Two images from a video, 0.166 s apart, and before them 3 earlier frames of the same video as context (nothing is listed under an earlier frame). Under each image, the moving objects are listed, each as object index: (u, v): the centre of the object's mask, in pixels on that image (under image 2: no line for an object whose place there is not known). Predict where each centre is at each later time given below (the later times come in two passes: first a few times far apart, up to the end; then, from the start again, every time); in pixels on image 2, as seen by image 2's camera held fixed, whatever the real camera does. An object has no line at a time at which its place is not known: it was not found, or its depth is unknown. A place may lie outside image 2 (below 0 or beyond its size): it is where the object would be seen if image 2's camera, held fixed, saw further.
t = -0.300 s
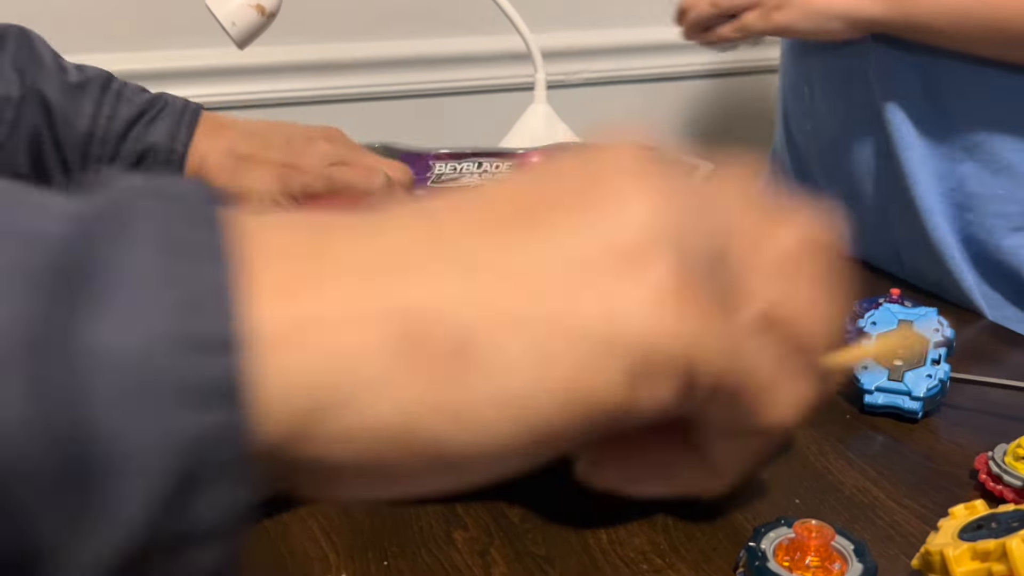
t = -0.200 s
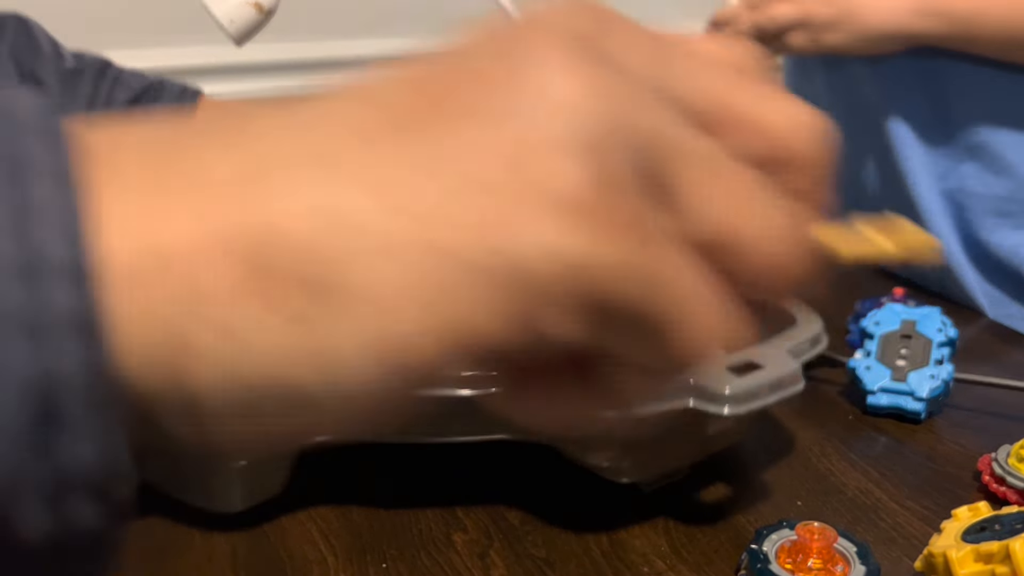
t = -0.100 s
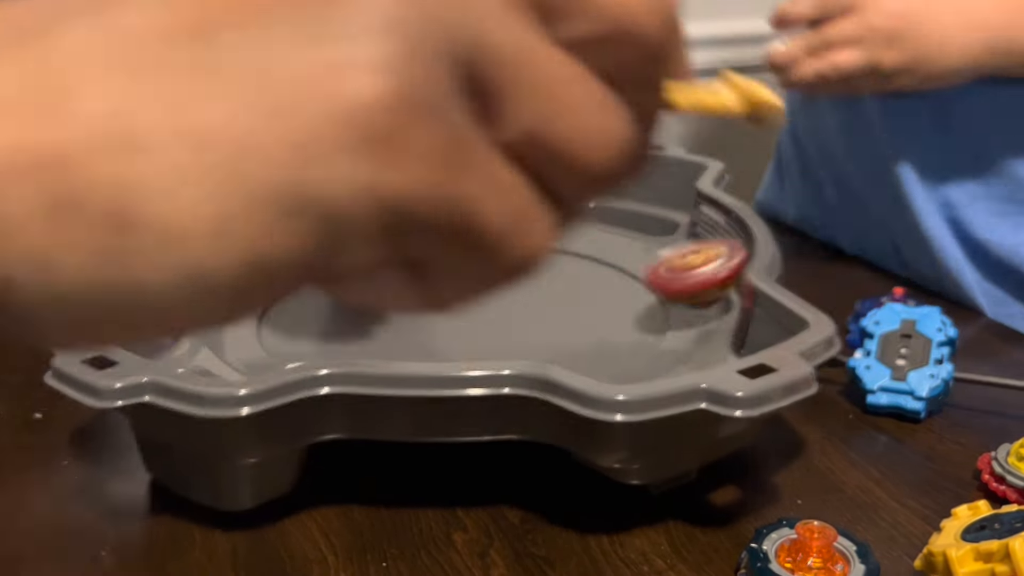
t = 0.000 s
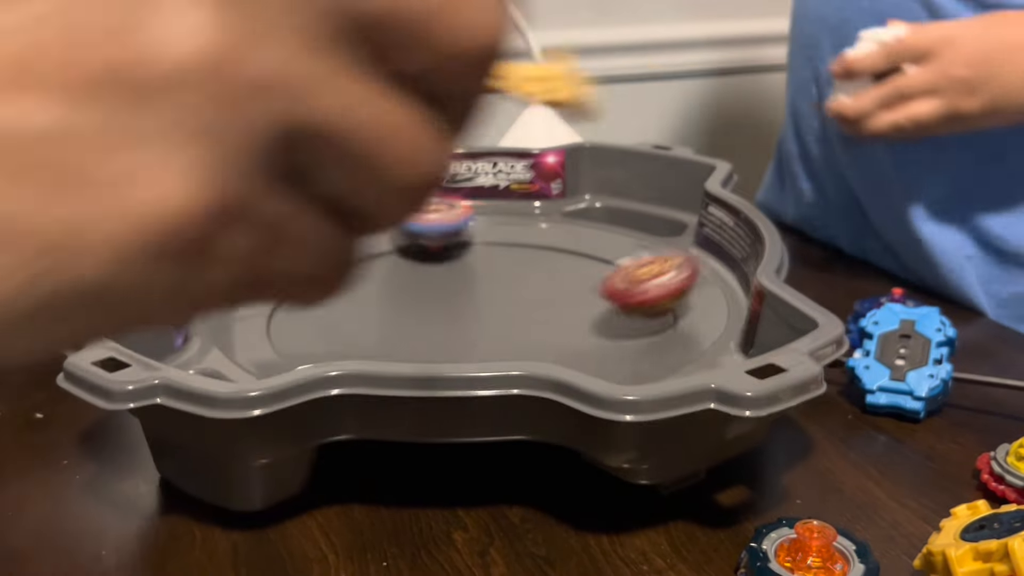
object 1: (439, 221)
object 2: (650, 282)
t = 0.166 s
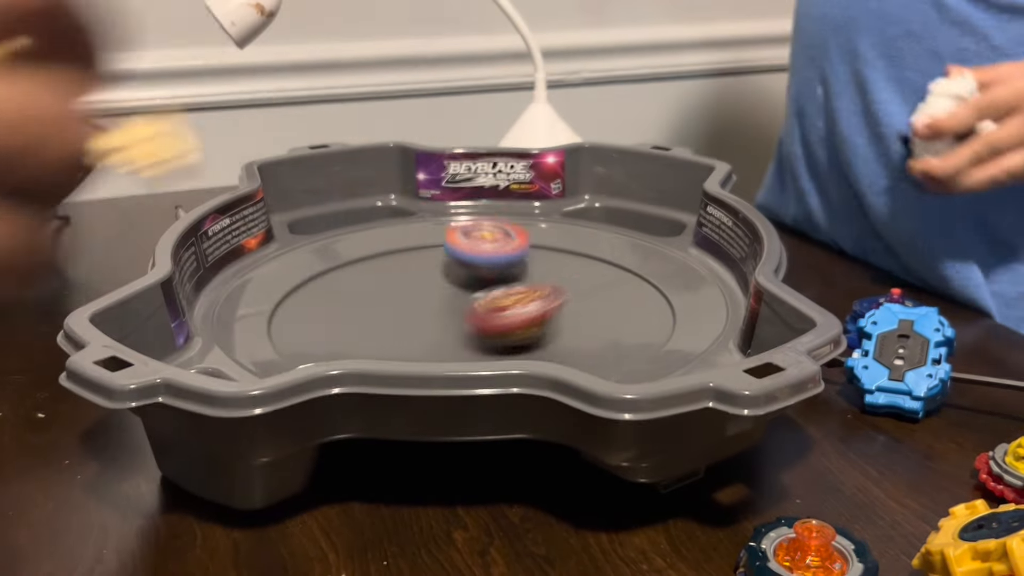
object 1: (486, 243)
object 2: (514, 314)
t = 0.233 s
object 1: (497, 265)
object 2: (456, 318)
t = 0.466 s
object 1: (504, 315)
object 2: (324, 327)
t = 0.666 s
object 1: (558, 304)
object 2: (328, 336)
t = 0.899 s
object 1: (484, 267)
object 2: (438, 337)
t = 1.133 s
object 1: (347, 302)
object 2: (484, 288)
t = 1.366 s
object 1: (465, 342)
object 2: (406, 249)
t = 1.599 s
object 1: (645, 294)
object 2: (353, 288)
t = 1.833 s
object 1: (516, 234)
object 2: (503, 328)
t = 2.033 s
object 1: (336, 244)
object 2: (622, 292)
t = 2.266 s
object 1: (305, 324)
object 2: (589, 250)
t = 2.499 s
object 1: (557, 336)
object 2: (439, 287)
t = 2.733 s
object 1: (620, 257)
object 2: (374, 335)
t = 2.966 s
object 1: (461, 219)
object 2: (474, 348)
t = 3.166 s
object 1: (320, 255)
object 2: (559, 328)
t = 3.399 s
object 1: (373, 334)
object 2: (497, 274)
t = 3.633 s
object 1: (613, 324)
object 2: (378, 246)
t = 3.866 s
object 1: (630, 252)
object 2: (342, 297)
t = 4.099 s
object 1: (459, 235)
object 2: (489, 331)
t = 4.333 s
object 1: (325, 290)
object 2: (622, 297)
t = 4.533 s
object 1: (379, 337)
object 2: (602, 262)
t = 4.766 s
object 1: (587, 332)
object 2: (461, 284)
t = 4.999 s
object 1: (595, 267)
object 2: (365, 324)
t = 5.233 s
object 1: (442, 241)
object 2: (418, 344)
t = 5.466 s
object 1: (315, 278)
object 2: (534, 328)
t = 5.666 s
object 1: (372, 331)
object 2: (520, 281)
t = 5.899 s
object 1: (575, 323)
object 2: (429, 249)
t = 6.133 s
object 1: (591, 259)
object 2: (373, 291)
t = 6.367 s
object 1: (456, 240)
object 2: (473, 332)
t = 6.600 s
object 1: (348, 293)
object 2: (604, 315)
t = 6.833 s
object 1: (442, 338)
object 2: (578, 281)
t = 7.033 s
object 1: (593, 323)
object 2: (465, 289)
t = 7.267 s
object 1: (583, 268)
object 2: (358, 311)
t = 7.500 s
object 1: (437, 254)
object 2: (395, 337)
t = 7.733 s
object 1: (332, 294)
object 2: (518, 323)
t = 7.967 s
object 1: (433, 337)
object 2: (529, 272)
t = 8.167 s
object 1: (573, 317)
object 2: (462, 253)
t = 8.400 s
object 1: (557, 260)
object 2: (411, 300)
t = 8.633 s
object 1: (426, 250)
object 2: (476, 334)
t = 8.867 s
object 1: (362, 304)
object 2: (584, 327)
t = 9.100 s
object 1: (482, 336)
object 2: (541, 295)
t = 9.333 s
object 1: (603, 302)
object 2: (421, 290)
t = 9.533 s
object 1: (547, 266)
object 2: (351, 303)
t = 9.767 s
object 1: (413, 268)
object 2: (424, 332)
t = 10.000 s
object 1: (356, 314)
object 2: (535, 312)
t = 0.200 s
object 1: (493, 254)
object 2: (484, 316)
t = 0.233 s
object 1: (497, 265)
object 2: (456, 318)
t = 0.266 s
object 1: (498, 275)
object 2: (427, 322)
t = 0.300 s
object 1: (498, 287)
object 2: (401, 323)
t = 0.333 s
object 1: (496, 295)
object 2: (379, 321)
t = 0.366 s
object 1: (495, 302)
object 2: (360, 321)
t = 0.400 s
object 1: (496, 308)
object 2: (345, 322)
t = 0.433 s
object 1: (499, 312)
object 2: (333, 326)
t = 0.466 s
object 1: (504, 315)
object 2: (324, 327)
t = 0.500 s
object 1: (511, 317)
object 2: (319, 331)
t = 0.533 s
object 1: (520, 317)
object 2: (316, 331)
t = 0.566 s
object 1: (530, 316)
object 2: (315, 333)
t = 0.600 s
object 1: (540, 314)
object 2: (317, 334)
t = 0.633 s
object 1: (550, 309)
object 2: (321, 335)
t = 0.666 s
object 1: (558, 304)
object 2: (328, 336)
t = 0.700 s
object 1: (562, 297)
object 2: (338, 336)
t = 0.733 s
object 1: (561, 291)
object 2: (350, 337)
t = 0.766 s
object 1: (555, 283)
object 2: (364, 337)
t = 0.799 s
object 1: (543, 277)
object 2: (380, 338)
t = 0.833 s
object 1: (526, 271)
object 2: (399, 339)
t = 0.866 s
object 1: (506, 268)
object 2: (419, 338)
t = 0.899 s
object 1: (484, 267)
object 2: (438, 337)
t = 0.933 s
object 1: (461, 267)
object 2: (455, 333)
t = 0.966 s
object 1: (436, 269)
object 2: (467, 329)
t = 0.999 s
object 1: (413, 272)
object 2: (478, 321)
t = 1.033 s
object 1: (392, 279)
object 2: (485, 315)
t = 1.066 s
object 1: (374, 283)
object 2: (489, 305)
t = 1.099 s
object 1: (358, 291)
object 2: (488, 296)
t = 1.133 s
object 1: (347, 302)
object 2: (484, 288)
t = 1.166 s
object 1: (342, 310)
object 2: (478, 281)
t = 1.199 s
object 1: (345, 319)
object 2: (469, 274)
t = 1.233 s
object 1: (354, 328)
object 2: (459, 267)
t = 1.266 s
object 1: (372, 334)
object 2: (447, 262)
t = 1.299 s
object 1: (398, 338)
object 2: (433, 256)
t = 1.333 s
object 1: (428, 341)
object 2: (420, 252)
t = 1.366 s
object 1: (465, 342)
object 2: (406, 249)
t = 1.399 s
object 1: (501, 342)
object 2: (392, 248)
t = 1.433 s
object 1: (542, 340)
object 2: (378, 249)
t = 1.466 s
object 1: (574, 337)
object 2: (365, 252)
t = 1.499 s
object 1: (604, 330)
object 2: (355, 259)
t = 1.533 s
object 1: (626, 319)
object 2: (349, 267)
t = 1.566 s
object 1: (639, 308)
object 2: (348, 277)
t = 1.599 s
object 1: (645, 294)
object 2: (353, 288)
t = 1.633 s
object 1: (642, 283)
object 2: (363, 299)
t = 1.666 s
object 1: (632, 270)
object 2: (379, 309)
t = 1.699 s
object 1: (616, 260)
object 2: (399, 317)
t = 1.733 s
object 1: (595, 251)
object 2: (423, 323)
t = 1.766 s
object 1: (571, 243)
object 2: (448, 327)
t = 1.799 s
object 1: (543, 238)
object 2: (476, 329)
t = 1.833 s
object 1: (516, 234)
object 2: (503, 328)
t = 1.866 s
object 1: (484, 230)
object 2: (529, 325)
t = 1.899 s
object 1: (454, 229)
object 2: (554, 322)
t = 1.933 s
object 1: (423, 230)
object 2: (574, 317)
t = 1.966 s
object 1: (394, 233)
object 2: (593, 310)
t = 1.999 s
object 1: (361, 239)
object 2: (610, 301)
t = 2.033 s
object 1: (336, 244)
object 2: (622, 292)
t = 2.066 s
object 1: (314, 250)
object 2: (631, 284)
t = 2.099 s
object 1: (295, 261)
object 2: (637, 276)
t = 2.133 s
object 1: (286, 272)
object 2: (637, 268)
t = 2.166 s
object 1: (280, 285)
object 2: (632, 261)
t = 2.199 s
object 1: (280, 298)
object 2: (621, 255)
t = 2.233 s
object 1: (289, 311)
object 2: (608, 252)
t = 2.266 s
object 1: (305, 324)
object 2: (589, 250)
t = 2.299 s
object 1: (329, 331)
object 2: (567, 253)
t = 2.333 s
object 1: (361, 336)
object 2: (545, 256)
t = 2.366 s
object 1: (398, 339)
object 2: (524, 261)
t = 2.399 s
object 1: (439, 341)
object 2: (502, 267)
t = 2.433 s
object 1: (481, 341)
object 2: (479, 274)
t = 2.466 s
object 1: (521, 339)
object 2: (458, 281)
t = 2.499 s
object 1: (557, 336)
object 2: (439, 287)
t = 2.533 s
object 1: (588, 330)
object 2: (422, 296)
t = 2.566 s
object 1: (611, 319)
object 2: (406, 304)
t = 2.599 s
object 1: (627, 306)
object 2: (394, 312)
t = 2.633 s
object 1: (635, 294)
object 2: (385, 318)
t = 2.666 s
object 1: (635, 280)
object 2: (378, 325)
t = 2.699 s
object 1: (631, 267)
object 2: (374, 330)
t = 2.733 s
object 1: (620, 257)
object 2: (374, 335)
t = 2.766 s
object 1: (605, 247)
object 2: (378, 337)
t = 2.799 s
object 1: (586, 237)
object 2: (385, 340)
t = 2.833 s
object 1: (564, 230)
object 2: (396, 343)
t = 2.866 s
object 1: (539, 224)
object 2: (411, 344)
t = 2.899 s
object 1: (514, 221)
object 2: (429, 346)
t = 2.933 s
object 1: (486, 219)
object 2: (451, 347)
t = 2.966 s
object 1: (461, 219)
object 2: (474, 348)
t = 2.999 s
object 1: (432, 221)
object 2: (494, 347)
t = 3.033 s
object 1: (405, 224)
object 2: (517, 344)
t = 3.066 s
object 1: (380, 228)
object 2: (536, 342)
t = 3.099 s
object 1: (356, 237)
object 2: (547, 338)
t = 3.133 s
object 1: (336, 245)
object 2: (556, 334)
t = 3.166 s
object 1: (320, 255)
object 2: (559, 328)
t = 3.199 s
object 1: (309, 266)
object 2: (557, 320)
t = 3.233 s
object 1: (304, 280)
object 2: (552, 311)
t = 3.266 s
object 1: (302, 294)
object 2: (544, 304)
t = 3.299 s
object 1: (310, 308)
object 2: (535, 296)
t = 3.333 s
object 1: (325, 318)
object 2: (523, 288)
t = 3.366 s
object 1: (345, 327)
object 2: (510, 281)
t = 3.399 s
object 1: (373, 334)
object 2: (497, 274)
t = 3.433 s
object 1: (405, 338)
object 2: (480, 266)
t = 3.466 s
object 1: (441, 340)
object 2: (464, 262)
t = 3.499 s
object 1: (478, 340)
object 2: (448, 257)
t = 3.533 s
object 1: (517, 339)
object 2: (430, 251)
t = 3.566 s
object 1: (553, 337)
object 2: (412, 250)
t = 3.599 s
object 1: (584, 333)
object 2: (396, 247)
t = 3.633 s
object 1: (613, 324)
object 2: (378, 246)
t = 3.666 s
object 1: (633, 316)
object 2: (363, 250)
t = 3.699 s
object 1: (648, 304)
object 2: (350, 253)
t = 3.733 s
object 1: (658, 292)
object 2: (339, 259)
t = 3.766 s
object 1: (659, 281)
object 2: (333, 267)
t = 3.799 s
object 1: (654, 270)
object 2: (331, 276)
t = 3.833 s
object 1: (644, 260)
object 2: (334, 288)
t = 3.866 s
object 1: (630, 252)
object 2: (342, 297)
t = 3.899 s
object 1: (610, 245)
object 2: (356, 307)
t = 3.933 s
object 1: (588, 239)
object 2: (373, 317)
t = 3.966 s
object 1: (564, 236)
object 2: (392, 323)
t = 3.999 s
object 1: (538, 233)
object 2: (415, 328)
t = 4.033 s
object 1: (513, 233)
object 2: (440, 331)
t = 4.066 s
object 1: (486, 234)
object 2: (464, 332)
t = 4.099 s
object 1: (459, 235)
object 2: (489, 331)
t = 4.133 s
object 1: (431, 240)
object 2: (513, 330)
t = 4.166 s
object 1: (407, 246)
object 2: (536, 329)
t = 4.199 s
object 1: (384, 253)
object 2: (560, 327)
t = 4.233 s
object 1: (363, 261)
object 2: (579, 320)
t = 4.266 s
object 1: (346, 270)
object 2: (597, 313)
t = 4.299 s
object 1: (333, 280)
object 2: (612, 305)
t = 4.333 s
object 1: (325, 290)
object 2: (622, 297)
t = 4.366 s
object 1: (319, 301)
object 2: (631, 290)
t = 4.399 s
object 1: (320, 311)
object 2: (634, 281)
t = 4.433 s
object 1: (326, 319)
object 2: (633, 273)
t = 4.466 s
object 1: (339, 327)
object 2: (627, 268)
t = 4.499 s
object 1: (357, 333)
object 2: (615, 264)
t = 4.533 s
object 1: (379, 337)
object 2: (602, 262)
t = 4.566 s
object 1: (408, 340)
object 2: (584, 260)
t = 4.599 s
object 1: (439, 342)
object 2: (564, 262)
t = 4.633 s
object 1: (472, 342)
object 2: (544, 263)
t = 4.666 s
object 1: (505, 341)
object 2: (521, 268)
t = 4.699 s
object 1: (537, 339)
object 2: (501, 272)
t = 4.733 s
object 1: (565, 337)
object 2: (480, 276)
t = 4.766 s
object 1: (587, 332)
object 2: (461, 284)
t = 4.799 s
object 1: (606, 323)
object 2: (442, 288)
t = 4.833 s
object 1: (618, 313)
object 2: (424, 295)
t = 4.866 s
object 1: (624, 303)
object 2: (411, 299)
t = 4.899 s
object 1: (625, 293)
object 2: (395, 306)
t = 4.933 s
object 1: (619, 284)
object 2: (384, 311)
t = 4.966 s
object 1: (608, 275)
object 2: (372, 317)
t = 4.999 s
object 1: (595, 267)
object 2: (365, 324)
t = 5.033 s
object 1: (577, 259)
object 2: (362, 327)
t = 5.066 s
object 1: (559, 255)
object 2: (361, 331)
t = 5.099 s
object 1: (537, 249)
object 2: (363, 334)
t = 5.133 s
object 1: (515, 244)
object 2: (370, 337)
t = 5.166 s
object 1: (490, 240)
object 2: (383, 339)
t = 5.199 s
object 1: (466, 239)
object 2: (399, 342)
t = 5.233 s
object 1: (442, 241)
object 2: (418, 344)
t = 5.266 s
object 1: (419, 243)
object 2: (438, 344)
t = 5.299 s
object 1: (396, 245)
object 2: (463, 344)
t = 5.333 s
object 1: (375, 249)
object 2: (483, 342)
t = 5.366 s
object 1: (356, 254)
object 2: (502, 341)
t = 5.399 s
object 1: (340, 261)
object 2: (517, 337)
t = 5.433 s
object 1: (326, 269)
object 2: (529, 334)
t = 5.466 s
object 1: (315, 278)
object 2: (534, 328)
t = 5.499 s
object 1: (310, 287)
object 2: (538, 321)
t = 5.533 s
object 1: (311, 297)
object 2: (538, 313)
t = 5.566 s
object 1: (318, 308)
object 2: (537, 306)
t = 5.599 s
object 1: (330, 317)
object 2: (532, 297)
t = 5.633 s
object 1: (348, 326)
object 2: (525, 290)
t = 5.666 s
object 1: (372, 331)
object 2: (520, 281)
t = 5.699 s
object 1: (400, 335)
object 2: (510, 275)
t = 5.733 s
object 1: (432, 337)
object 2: (501, 267)
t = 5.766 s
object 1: (464, 338)
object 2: (487, 261)
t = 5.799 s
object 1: (496, 336)
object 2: (474, 256)
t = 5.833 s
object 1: (525, 335)
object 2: (459, 253)
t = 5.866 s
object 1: (553, 331)
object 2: (445, 250)
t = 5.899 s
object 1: (575, 323)
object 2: (429, 249)
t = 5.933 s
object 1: (592, 313)
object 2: (414, 248)
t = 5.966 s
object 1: (604, 304)
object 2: (399, 251)
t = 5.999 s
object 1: (610, 294)
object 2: (388, 256)
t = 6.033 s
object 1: (612, 284)
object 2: (378, 264)
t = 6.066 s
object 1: (609, 275)
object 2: (372, 270)
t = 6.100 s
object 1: (602, 267)
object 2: (370, 282)
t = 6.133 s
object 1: (591, 259)
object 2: (373, 291)
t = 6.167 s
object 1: (577, 251)
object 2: (378, 301)
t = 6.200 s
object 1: (561, 245)
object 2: (388, 309)
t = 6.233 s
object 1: (542, 241)
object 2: (401, 318)
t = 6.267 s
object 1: (522, 237)
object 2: (416, 322)
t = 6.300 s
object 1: (502, 238)
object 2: (435, 328)
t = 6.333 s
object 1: (478, 237)
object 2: (452, 330)
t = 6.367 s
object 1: (456, 240)
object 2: (473, 332)
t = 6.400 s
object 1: (434, 243)
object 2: (493, 332)
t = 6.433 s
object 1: (413, 248)
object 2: (516, 333)
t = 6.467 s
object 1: (393, 256)
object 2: (535, 331)
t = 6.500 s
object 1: (378, 263)
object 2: (555, 330)
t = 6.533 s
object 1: (363, 274)
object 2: (574, 327)
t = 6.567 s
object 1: (355, 282)
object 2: (590, 322)
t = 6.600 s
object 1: (348, 293)
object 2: (604, 315)
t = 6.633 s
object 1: (348, 302)
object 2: (614, 307)
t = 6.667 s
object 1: (351, 312)
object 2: (621, 302)
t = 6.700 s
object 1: (361, 320)
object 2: (621, 295)
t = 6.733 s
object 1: (374, 328)
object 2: (618, 291)
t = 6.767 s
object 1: (393, 333)
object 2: (608, 286)
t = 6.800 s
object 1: (416, 336)
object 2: (596, 283)
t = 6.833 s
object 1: (442, 338)
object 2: (578, 281)
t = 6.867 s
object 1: (470, 338)
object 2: (562, 279)
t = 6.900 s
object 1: (498, 338)
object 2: (543, 280)
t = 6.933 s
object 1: (526, 336)
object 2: (523, 279)
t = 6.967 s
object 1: (551, 334)
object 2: (503, 283)
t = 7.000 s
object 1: (574, 330)
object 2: (484, 285)
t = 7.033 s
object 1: (593, 323)
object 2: (465, 289)
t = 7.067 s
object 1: (606, 315)
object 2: (445, 290)
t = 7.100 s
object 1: (615, 307)
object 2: (429, 293)
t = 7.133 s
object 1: (618, 299)
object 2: (410, 296)
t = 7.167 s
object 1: (615, 290)
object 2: (395, 299)
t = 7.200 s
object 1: (608, 282)
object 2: (381, 304)
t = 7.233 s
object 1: (597, 275)
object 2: (368, 306)
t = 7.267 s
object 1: (583, 268)
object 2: (358, 311)
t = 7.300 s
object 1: (566, 263)
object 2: (348, 314)
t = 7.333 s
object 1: (547, 257)
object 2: (346, 319)
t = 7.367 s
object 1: (526, 254)
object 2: (345, 324)
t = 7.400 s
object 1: (504, 254)
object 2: (350, 328)
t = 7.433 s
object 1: (481, 251)
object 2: (361, 333)
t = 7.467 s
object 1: (458, 252)
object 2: (376, 334)
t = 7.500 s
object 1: (437, 254)
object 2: (395, 337)
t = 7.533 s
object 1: (416, 256)
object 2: (415, 339)
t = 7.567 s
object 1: (396, 261)
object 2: (438, 339)
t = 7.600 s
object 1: (377, 266)
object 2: (460, 339)
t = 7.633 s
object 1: (361, 272)
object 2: (476, 335)
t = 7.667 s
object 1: (348, 278)
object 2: (495, 332)
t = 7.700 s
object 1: (338, 285)
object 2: (508, 329)
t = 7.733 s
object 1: (332, 294)
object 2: (518, 323)
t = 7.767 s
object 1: (331, 303)
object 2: (527, 317)
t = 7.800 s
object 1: (335, 311)
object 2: (533, 309)
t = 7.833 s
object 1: (344, 319)
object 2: (536, 302)
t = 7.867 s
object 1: (360, 326)
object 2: (537, 295)
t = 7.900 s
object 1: (380, 332)
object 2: (537, 286)
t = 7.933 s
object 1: (405, 335)
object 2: (536, 279)
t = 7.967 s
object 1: (433, 337)
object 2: (529, 272)
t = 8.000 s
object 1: (461, 338)
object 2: (523, 265)
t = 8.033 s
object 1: (489, 336)
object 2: (514, 261)
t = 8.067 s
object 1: (515, 334)
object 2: (503, 256)
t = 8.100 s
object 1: (538, 331)
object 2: (491, 253)
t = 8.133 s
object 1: (558, 325)
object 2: (477, 252)
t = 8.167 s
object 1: (573, 317)
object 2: (462, 253)
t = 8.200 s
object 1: (582, 309)
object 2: (449, 256)
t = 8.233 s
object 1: (588, 300)
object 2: (435, 262)
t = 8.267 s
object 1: (588, 291)
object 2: (424, 267)
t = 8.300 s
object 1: (586, 282)
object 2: (417, 275)
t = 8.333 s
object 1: (579, 274)
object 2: (411, 283)
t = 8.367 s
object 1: (569, 267)
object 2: (409, 291)
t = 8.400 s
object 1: (557, 260)
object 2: (411, 300)
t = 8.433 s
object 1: (541, 255)
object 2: (413, 306)
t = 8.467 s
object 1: (525, 250)
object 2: (418, 314)
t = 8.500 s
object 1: (506, 248)
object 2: (426, 322)
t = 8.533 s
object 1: (486, 246)
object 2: (436, 326)
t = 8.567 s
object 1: (466, 246)
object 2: (447, 329)
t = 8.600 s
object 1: (446, 248)
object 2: (461, 334)
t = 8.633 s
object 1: (426, 250)
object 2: (476, 334)
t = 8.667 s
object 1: (408, 255)
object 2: (491, 336)
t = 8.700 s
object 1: (393, 262)
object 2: (509, 337)
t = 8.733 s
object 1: (379, 269)
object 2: (527, 335)
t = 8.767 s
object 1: (369, 278)
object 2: (543, 335)
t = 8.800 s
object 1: (362, 286)
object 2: (560, 335)
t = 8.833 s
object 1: (360, 295)
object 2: (573, 331)
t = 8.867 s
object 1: (362, 304)
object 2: (584, 327)
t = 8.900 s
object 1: (368, 314)
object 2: (590, 322)
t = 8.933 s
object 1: (379, 320)
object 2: (591, 313)
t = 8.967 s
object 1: (394, 327)
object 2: (587, 310)
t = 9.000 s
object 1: (413, 332)
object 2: (579, 306)
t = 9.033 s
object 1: (434, 335)
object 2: (567, 301)
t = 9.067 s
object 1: (457, 336)
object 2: (554, 298)
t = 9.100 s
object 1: (482, 336)
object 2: (541, 295)
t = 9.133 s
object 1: (507, 335)
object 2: (522, 288)
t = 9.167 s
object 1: (530, 333)
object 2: (505, 287)
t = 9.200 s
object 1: (552, 329)
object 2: (489, 291)
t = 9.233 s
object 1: (572, 324)
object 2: (472, 291)
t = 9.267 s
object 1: (587, 317)
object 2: (455, 289)
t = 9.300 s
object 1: (597, 310)
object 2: (440, 289)
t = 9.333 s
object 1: (603, 302)
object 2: (421, 290)
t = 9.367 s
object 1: (603, 294)
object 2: (406, 289)
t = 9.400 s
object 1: (599, 286)
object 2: (393, 290)
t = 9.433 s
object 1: (591, 280)
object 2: (379, 293)
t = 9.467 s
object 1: (579, 274)
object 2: (365, 294)
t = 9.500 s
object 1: (564, 269)
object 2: (357, 298)
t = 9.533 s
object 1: (547, 266)
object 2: (351, 303)
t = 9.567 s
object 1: (529, 264)
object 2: (347, 308)
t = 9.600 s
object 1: (511, 263)
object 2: (350, 313)
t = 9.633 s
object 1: (490, 261)
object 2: (358, 319)
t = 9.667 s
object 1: (470, 261)
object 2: (369, 325)
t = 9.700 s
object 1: (450, 262)
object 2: (387, 327)
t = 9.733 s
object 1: (431, 265)
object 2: (404, 329)
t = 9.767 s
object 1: (413, 268)
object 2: (424, 332)
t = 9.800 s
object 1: (396, 274)
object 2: (441, 331)
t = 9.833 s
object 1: (382, 279)
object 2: (460, 331)
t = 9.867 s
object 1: (370, 285)
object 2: (479, 328)
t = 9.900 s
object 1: (361, 291)
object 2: (496, 326)
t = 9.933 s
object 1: (354, 299)
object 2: (509, 321)
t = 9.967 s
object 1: (352, 307)
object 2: (524, 317)
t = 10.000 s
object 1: (356, 314)
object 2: (535, 312)
